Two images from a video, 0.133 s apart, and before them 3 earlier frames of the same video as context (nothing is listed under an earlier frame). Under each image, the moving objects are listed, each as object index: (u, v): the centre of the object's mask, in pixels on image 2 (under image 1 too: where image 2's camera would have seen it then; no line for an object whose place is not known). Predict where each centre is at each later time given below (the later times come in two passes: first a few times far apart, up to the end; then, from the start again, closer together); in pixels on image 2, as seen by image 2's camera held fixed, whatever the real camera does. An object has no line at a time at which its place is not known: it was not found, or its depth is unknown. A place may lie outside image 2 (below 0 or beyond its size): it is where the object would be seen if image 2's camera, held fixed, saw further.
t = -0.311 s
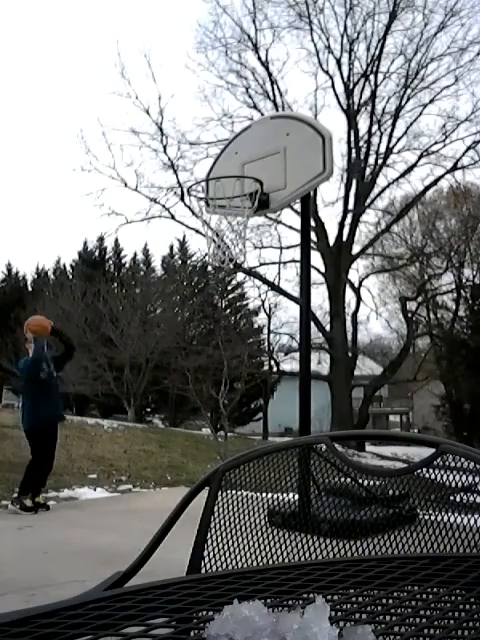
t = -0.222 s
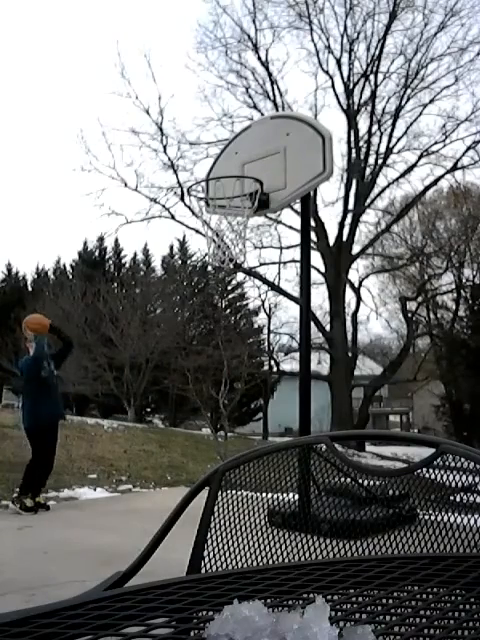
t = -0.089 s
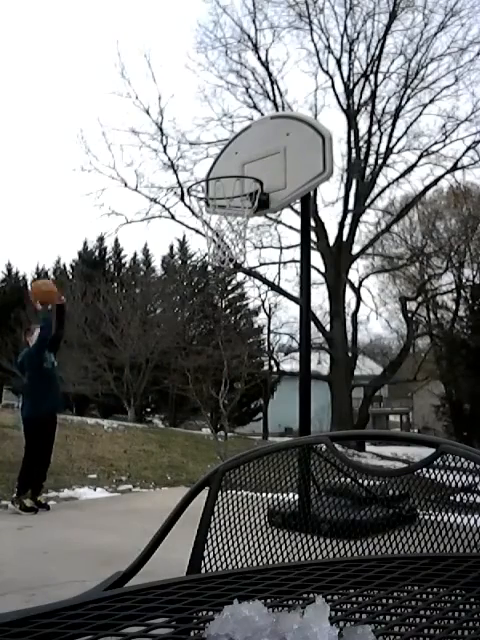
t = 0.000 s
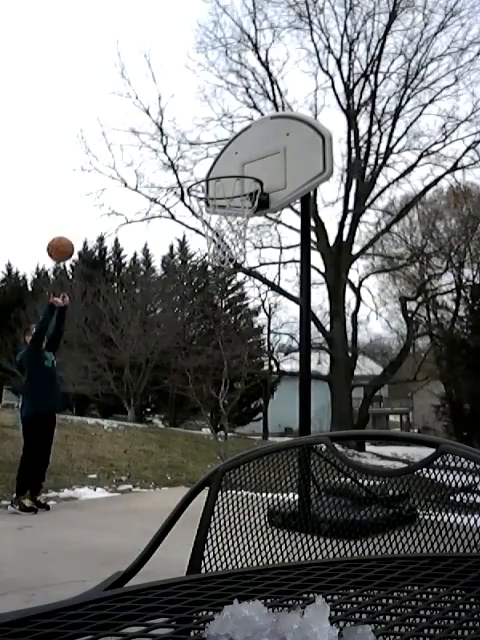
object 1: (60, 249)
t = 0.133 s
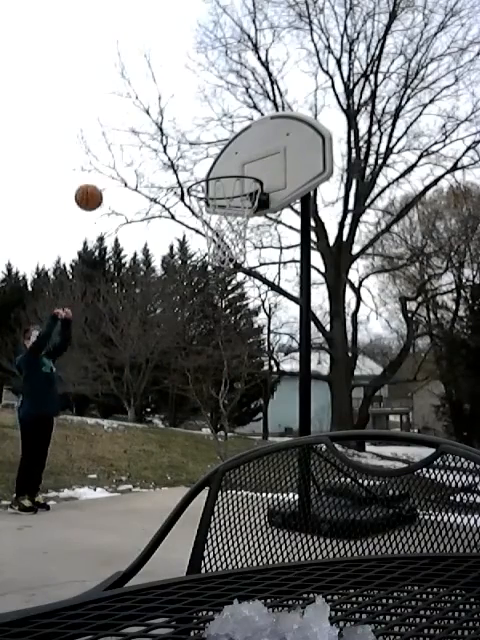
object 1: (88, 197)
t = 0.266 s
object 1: (118, 164)
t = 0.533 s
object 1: (185, 160)
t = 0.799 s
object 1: (251, 234)
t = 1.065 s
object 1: (262, 337)
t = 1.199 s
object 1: (267, 435)
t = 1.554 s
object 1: (253, 406)
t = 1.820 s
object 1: (231, 375)
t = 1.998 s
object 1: (217, 420)
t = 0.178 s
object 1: (98, 184)
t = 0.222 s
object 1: (108, 173)
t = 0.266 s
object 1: (118, 164)
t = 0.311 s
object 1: (128, 157)
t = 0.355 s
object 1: (138, 153)
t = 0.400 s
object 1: (150, 151)
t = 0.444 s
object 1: (161, 151)
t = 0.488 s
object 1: (173, 155)
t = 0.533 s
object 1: (185, 160)
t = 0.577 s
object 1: (197, 169)
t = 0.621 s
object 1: (211, 183)
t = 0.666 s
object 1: (224, 196)
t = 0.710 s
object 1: (239, 217)
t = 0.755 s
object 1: (248, 229)
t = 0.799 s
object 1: (251, 234)
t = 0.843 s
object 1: (253, 243)
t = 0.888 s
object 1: (254, 255)
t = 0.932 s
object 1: (256, 269)
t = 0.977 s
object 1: (258, 288)
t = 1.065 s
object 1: (262, 337)
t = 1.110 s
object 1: (265, 368)
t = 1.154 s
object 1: (268, 402)
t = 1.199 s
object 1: (267, 435)
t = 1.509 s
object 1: (257, 425)
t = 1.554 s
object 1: (253, 406)
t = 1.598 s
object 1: (249, 393)
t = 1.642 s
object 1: (245, 381)
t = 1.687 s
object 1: (242, 375)
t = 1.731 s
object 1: (238, 372)
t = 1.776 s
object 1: (234, 371)
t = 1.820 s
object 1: (231, 375)
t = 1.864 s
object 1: (227, 381)
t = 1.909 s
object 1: (224, 391)
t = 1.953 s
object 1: (220, 404)
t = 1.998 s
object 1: (217, 420)
